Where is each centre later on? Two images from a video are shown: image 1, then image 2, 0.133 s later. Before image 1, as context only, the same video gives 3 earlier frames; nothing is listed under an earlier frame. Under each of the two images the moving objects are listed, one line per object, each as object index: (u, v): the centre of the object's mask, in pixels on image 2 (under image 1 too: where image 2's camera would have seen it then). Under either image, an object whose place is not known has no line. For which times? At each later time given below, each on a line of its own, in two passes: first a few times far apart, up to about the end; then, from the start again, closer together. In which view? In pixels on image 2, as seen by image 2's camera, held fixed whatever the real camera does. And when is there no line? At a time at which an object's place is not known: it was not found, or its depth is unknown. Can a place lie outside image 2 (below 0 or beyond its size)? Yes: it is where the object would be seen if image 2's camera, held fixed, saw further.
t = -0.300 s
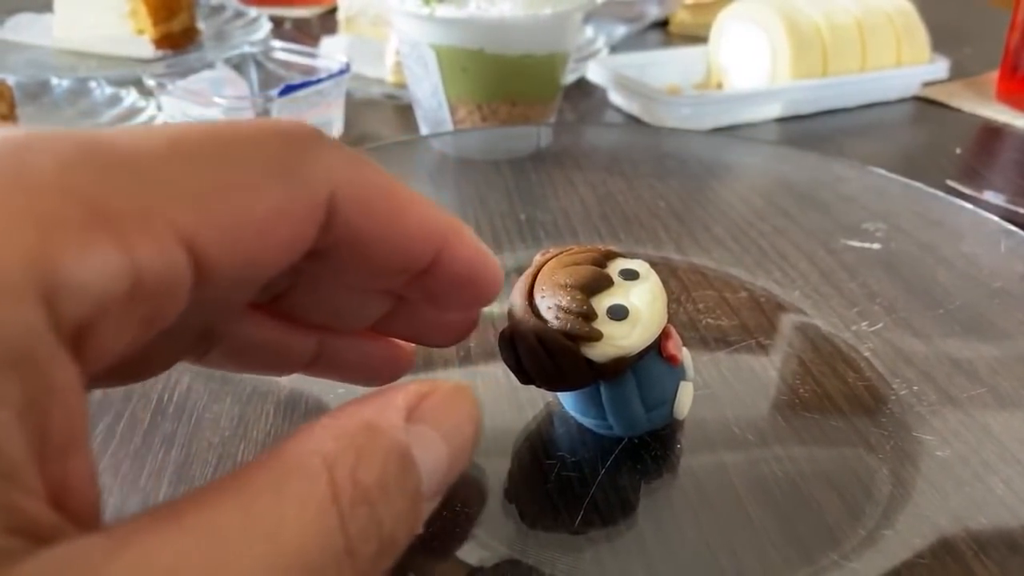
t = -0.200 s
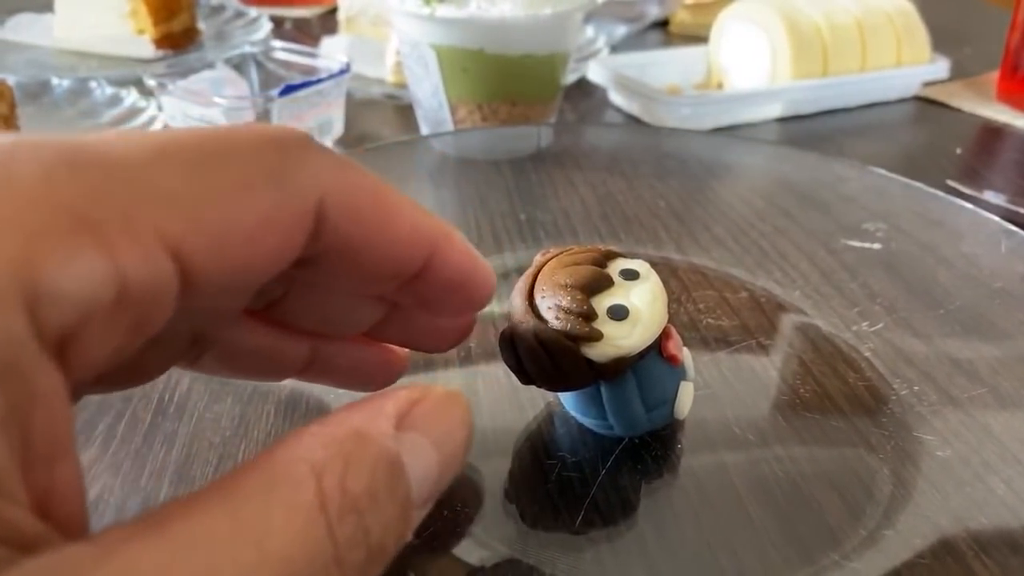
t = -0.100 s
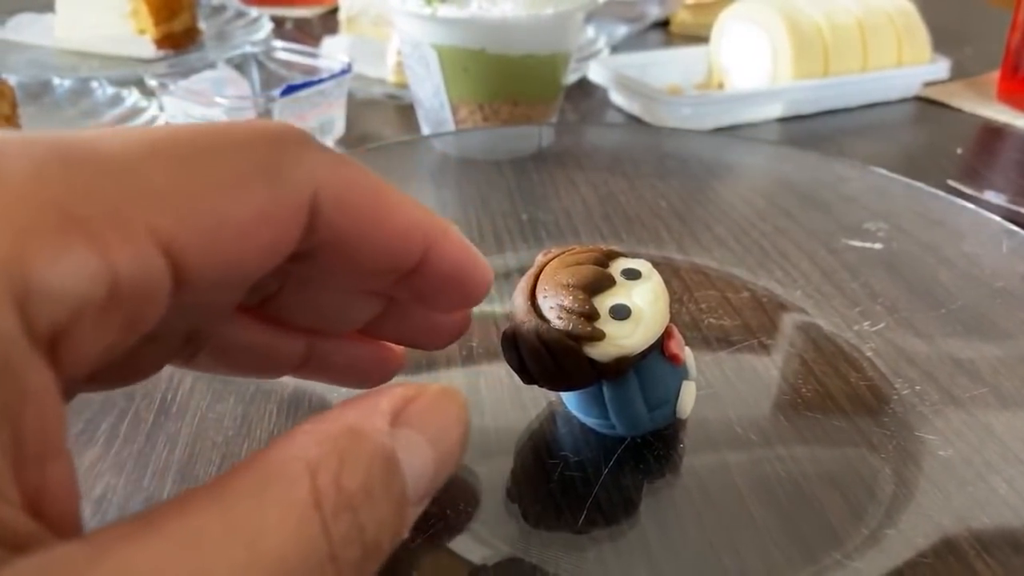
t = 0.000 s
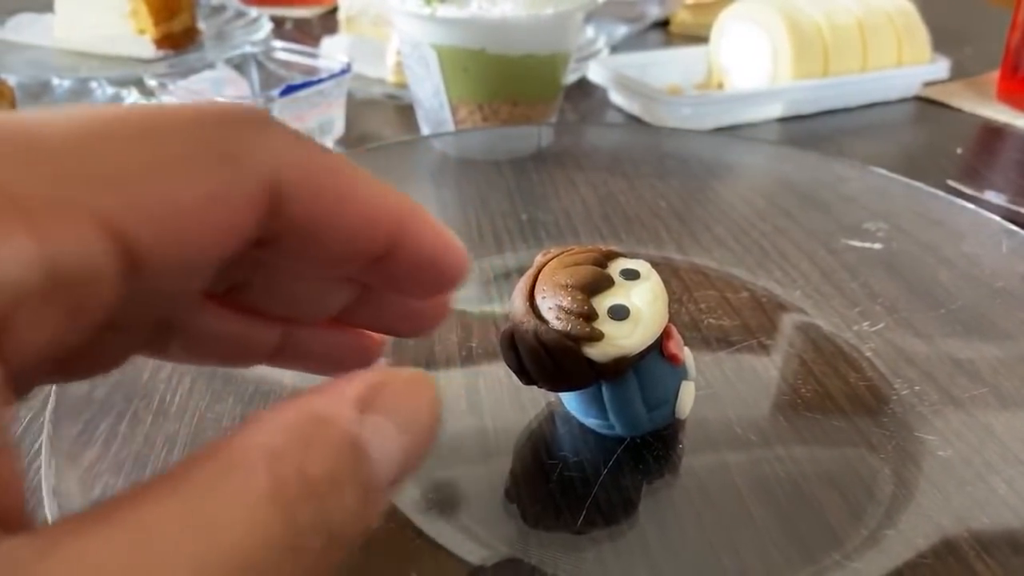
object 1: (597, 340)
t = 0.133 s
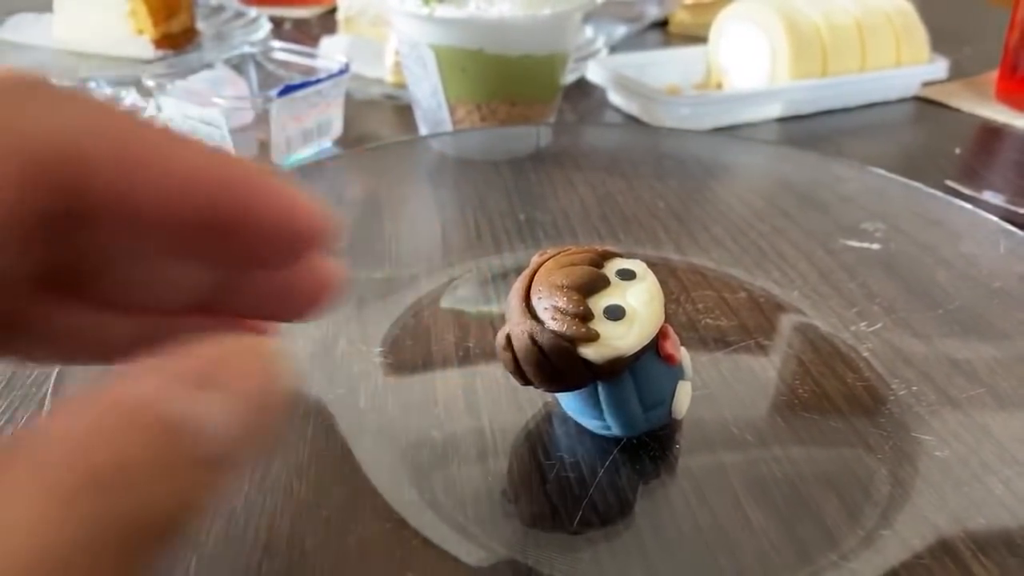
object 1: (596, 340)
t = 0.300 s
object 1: (596, 340)
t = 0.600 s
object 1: (595, 341)
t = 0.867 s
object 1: (594, 341)
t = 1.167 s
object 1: (593, 341)
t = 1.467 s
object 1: (593, 341)
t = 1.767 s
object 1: (592, 341)
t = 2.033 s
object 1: (591, 341)
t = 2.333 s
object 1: (590, 341)
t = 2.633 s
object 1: (589, 341)
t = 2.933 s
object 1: (588, 341)
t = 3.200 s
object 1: (587, 341)
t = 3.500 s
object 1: (586, 342)
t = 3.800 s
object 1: (585, 342)
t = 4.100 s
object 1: (584, 342)
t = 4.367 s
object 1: (583, 342)
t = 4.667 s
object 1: (581, 342)
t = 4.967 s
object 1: (580, 342)
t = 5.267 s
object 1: (579, 342)
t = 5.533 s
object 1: (577, 342)
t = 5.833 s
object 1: (575, 342)
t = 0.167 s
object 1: (596, 340)
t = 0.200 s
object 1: (596, 340)
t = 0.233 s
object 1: (596, 340)
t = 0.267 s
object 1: (596, 340)
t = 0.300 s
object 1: (596, 340)
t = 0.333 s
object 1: (596, 340)
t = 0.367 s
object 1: (595, 341)
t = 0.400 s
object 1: (596, 340)
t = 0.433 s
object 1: (595, 341)
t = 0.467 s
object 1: (595, 341)
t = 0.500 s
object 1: (595, 341)
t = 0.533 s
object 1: (595, 341)
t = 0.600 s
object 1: (595, 341)
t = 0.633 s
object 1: (595, 341)
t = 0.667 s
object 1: (595, 341)
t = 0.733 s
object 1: (595, 341)
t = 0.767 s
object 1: (595, 341)
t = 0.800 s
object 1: (595, 341)
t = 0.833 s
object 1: (595, 341)
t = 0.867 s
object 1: (594, 341)
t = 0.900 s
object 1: (594, 341)
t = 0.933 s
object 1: (594, 341)
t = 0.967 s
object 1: (594, 341)
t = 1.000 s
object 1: (594, 341)
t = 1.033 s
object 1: (594, 341)
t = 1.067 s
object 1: (594, 341)
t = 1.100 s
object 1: (594, 341)
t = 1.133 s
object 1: (594, 341)
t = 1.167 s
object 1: (593, 341)
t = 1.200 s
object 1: (594, 341)
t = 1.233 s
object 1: (594, 341)
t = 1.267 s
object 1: (594, 341)
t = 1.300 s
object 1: (593, 341)
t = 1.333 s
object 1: (593, 341)
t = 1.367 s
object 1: (593, 341)
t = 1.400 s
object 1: (593, 341)
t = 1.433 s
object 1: (593, 341)
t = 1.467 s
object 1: (593, 341)
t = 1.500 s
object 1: (593, 341)
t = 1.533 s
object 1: (593, 341)
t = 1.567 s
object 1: (593, 341)
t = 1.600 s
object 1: (592, 341)
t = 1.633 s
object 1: (592, 341)
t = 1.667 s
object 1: (592, 341)
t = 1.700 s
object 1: (592, 341)
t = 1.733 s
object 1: (592, 341)
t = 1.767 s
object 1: (592, 341)
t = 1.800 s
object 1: (592, 341)
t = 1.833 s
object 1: (592, 341)
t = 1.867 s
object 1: (592, 341)
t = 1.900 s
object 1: (592, 341)
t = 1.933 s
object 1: (591, 341)
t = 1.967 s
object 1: (591, 341)
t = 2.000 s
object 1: (591, 341)
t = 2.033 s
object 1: (591, 341)
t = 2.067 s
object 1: (591, 341)
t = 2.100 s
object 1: (591, 341)
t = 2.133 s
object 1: (591, 341)
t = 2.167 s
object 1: (591, 341)
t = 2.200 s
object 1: (591, 341)
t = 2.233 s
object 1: (591, 341)
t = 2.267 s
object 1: (590, 341)
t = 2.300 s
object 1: (590, 341)
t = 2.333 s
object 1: (590, 341)
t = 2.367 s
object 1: (590, 341)
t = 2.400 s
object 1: (590, 341)
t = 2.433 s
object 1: (590, 341)
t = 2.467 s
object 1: (590, 341)
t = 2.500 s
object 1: (590, 341)
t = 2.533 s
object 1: (590, 341)
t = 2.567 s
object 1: (589, 341)
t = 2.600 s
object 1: (589, 341)
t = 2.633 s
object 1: (589, 341)
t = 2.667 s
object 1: (589, 341)
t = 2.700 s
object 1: (589, 341)
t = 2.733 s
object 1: (589, 341)
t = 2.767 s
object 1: (589, 341)
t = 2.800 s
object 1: (589, 341)
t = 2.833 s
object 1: (589, 341)
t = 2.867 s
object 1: (589, 341)
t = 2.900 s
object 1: (588, 341)
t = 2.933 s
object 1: (588, 341)
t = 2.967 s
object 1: (588, 341)
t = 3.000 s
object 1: (588, 341)
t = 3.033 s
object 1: (588, 341)
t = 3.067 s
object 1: (588, 341)
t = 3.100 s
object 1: (588, 341)
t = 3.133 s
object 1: (587, 342)
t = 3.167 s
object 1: (587, 341)
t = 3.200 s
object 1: (587, 341)
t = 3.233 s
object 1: (587, 341)
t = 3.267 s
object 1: (587, 341)
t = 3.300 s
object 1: (587, 341)
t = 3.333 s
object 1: (587, 341)
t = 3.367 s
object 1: (587, 341)
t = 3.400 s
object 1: (586, 341)
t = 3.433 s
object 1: (586, 342)
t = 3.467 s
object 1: (586, 342)
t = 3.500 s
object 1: (586, 342)
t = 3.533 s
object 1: (586, 342)
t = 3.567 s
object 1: (586, 342)
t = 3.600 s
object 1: (586, 342)
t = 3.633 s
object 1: (586, 342)
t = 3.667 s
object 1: (586, 342)
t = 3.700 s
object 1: (585, 342)
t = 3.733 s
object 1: (585, 342)
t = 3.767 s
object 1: (585, 342)
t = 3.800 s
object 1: (585, 342)
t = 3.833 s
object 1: (585, 342)
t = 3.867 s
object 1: (585, 342)
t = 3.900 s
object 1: (585, 342)
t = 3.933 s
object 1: (585, 342)
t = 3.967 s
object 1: (584, 342)
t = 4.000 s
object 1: (584, 342)
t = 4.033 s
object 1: (584, 342)
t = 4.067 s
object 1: (584, 342)
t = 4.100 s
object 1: (584, 342)
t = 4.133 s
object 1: (584, 342)
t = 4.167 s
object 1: (584, 342)
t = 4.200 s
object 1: (584, 342)
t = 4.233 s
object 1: (583, 342)
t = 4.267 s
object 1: (583, 342)
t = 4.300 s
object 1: (583, 342)
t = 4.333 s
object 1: (583, 342)
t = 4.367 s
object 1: (583, 342)
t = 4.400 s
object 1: (583, 342)
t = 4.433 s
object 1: (583, 342)
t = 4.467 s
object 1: (582, 342)
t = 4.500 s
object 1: (582, 342)
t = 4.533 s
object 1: (582, 342)
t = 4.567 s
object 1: (582, 342)
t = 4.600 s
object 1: (582, 342)
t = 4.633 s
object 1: (582, 342)
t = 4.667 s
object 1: (581, 342)
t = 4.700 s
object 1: (581, 342)
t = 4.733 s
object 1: (581, 342)
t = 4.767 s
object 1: (581, 342)
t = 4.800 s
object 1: (581, 342)
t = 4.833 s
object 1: (581, 342)
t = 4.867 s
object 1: (580, 342)
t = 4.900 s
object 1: (580, 342)
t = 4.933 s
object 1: (580, 342)
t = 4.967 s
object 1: (580, 342)
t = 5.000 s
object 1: (580, 342)
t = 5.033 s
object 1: (580, 342)
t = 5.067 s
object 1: (580, 342)
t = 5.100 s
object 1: (580, 342)
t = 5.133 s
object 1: (579, 342)
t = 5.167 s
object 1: (579, 342)
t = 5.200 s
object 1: (579, 343)
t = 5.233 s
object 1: (579, 342)
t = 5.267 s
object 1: (579, 342)
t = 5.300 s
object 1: (579, 342)
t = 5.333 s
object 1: (578, 342)
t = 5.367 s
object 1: (578, 343)
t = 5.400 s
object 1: (578, 343)
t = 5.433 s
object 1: (578, 342)
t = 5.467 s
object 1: (578, 342)
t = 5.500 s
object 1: (578, 342)
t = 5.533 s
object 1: (577, 342)
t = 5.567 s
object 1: (577, 342)
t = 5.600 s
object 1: (577, 342)
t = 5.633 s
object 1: (577, 342)
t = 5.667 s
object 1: (576, 342)
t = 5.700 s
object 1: (576, 342)
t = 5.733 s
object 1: (576, 342)
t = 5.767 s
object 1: (576, 342)
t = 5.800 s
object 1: (576, 342)
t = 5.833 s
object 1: (575, 342)
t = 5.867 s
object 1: (575, 342)
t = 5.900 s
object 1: (575, 342)
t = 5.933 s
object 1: (575, 342)
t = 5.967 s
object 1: (575, 342)
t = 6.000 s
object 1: (574, 342)
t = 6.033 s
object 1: (574, 342)
